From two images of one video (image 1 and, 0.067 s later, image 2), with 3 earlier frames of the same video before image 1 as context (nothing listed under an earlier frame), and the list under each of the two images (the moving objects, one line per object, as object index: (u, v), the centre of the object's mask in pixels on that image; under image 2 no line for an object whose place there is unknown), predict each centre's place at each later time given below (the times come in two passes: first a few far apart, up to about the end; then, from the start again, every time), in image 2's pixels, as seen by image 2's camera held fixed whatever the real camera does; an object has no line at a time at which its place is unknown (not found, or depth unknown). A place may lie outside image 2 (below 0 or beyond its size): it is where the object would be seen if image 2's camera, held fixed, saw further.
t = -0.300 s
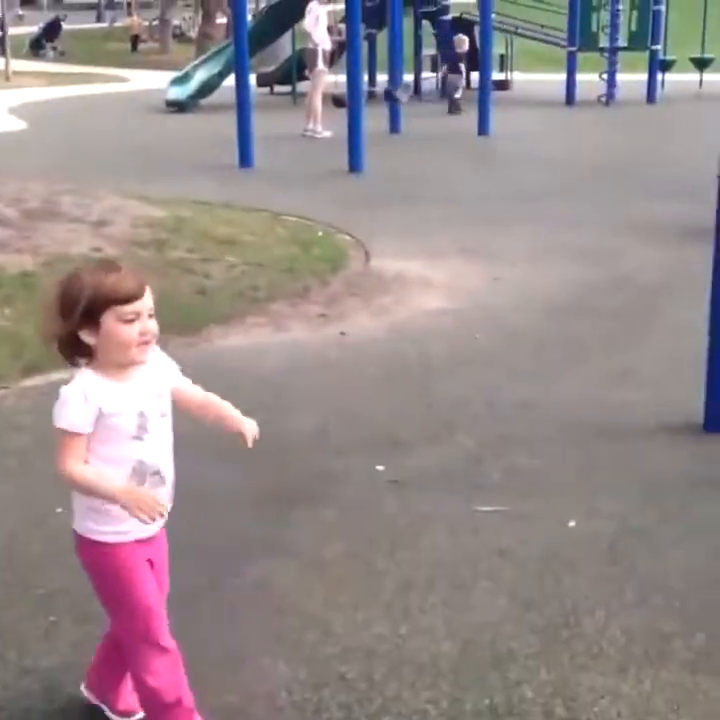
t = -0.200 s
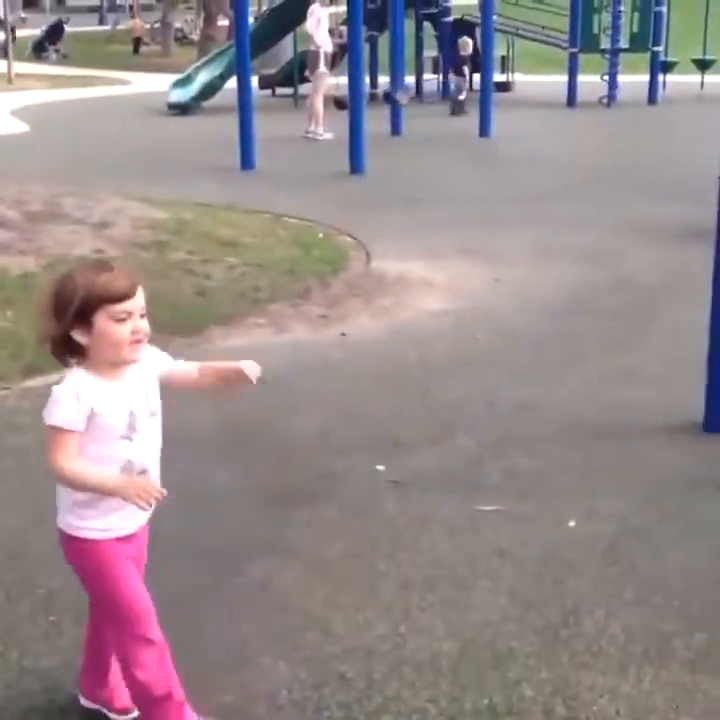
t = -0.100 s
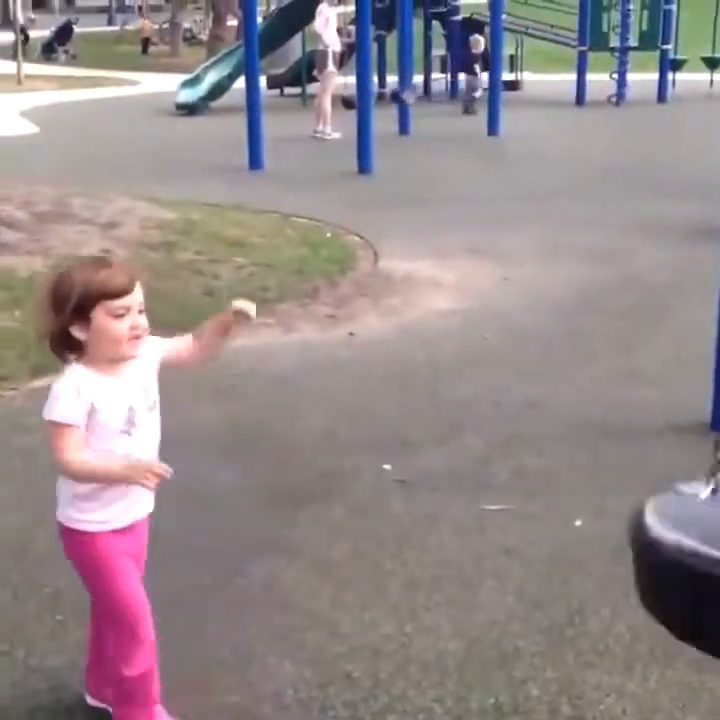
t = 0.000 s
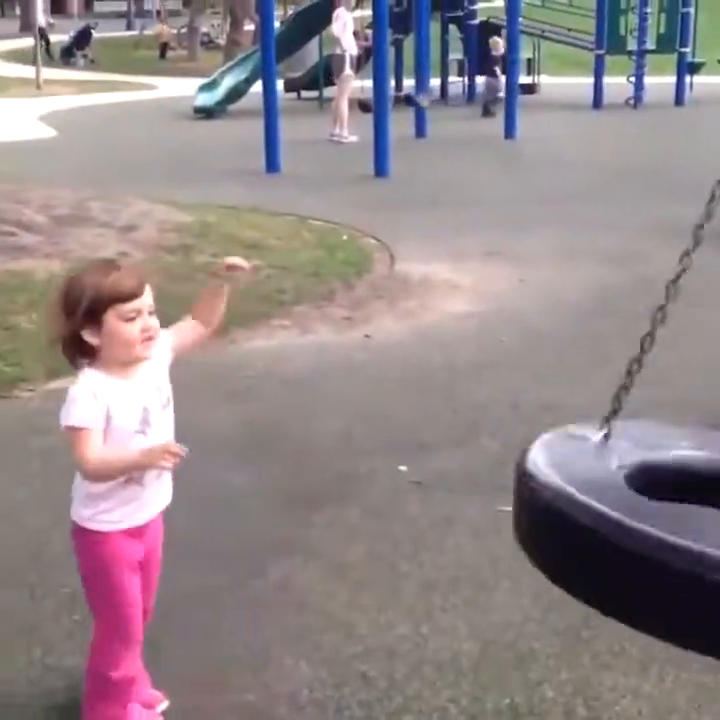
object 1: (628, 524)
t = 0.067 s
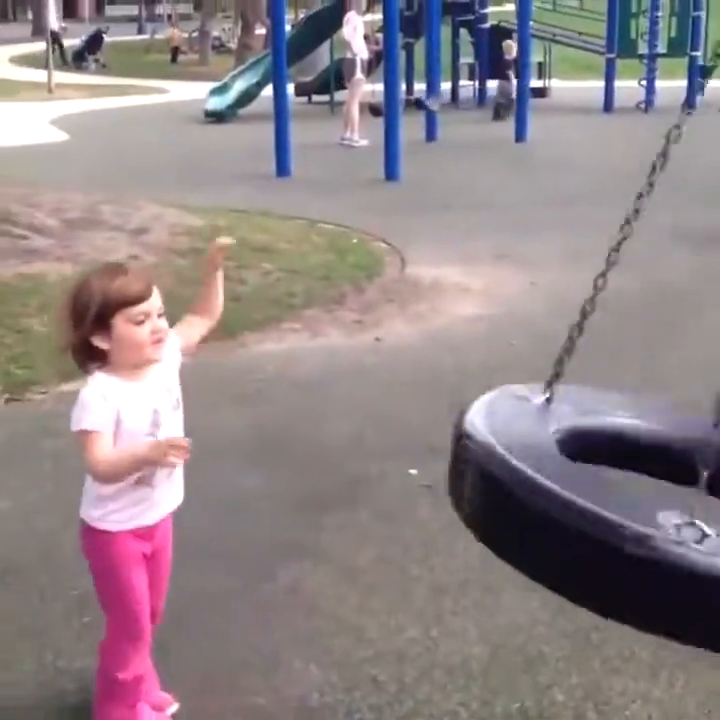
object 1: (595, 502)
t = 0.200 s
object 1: (529, 445)
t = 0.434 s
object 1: (436, 366)
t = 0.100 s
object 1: (567, 491)
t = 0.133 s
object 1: (559, 474)
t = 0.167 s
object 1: (544, 460)
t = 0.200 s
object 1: (529, 445)
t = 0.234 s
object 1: (509, 429)
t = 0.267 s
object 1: (492, 408)
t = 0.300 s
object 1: (474, 393)
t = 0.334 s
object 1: (458, 388)
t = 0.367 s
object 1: (447, 378)
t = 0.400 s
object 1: (440, 372)
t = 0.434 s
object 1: (436, 366)
